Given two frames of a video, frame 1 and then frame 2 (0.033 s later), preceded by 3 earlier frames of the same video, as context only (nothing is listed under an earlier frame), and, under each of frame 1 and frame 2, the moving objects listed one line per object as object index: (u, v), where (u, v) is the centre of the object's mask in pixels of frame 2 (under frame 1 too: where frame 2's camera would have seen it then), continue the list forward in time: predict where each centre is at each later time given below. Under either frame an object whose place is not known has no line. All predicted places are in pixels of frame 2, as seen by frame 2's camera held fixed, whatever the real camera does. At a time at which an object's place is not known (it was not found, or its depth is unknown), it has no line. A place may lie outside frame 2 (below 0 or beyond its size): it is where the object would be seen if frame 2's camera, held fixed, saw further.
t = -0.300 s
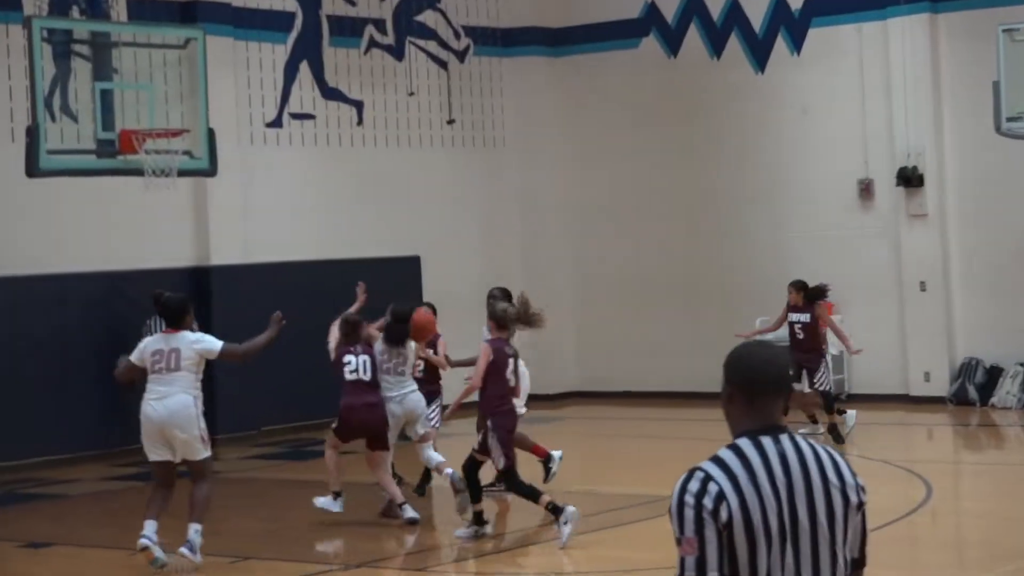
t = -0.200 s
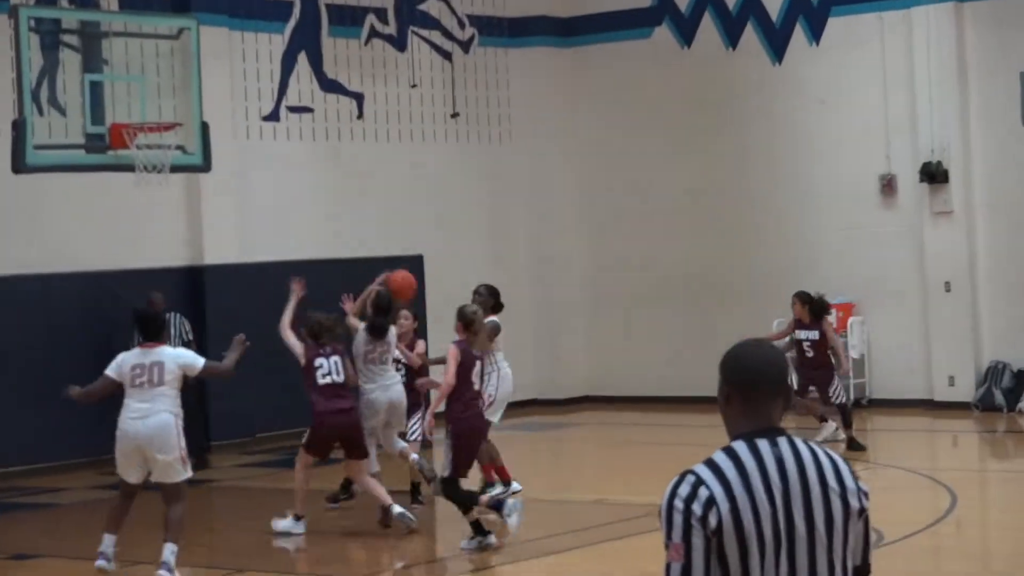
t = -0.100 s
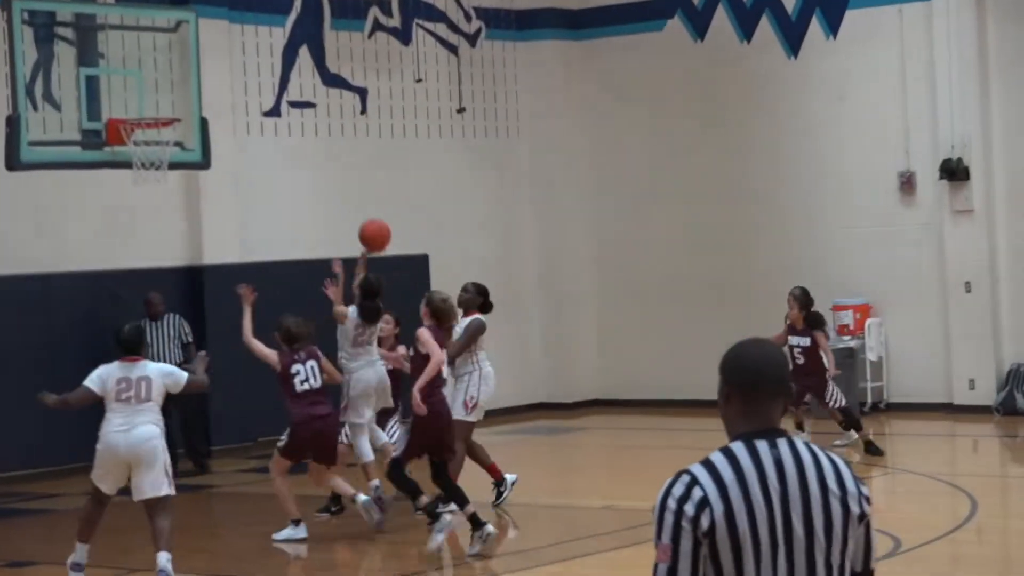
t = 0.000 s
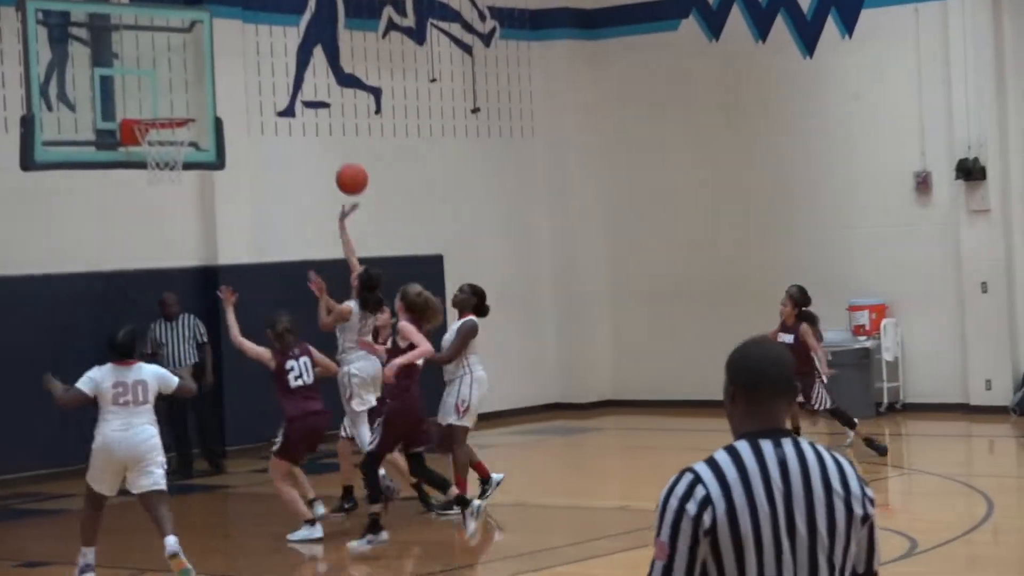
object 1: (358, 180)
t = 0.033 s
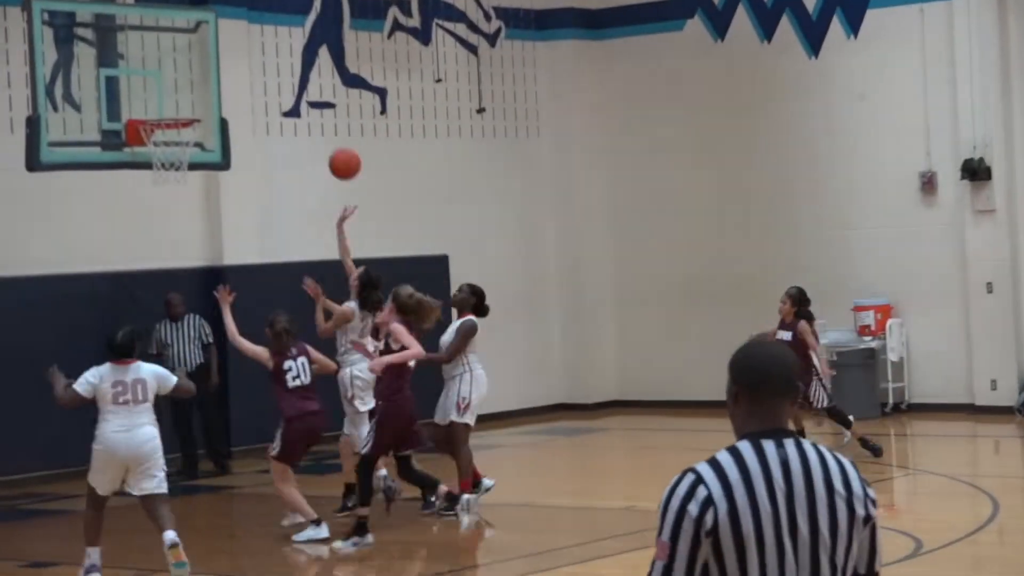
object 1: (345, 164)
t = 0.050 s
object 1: (339, 156)
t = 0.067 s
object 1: (332, 150)
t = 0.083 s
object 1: (326, 143)
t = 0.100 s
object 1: (319, 136)
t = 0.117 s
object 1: (312, 131)
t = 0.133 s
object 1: (307, 125)
